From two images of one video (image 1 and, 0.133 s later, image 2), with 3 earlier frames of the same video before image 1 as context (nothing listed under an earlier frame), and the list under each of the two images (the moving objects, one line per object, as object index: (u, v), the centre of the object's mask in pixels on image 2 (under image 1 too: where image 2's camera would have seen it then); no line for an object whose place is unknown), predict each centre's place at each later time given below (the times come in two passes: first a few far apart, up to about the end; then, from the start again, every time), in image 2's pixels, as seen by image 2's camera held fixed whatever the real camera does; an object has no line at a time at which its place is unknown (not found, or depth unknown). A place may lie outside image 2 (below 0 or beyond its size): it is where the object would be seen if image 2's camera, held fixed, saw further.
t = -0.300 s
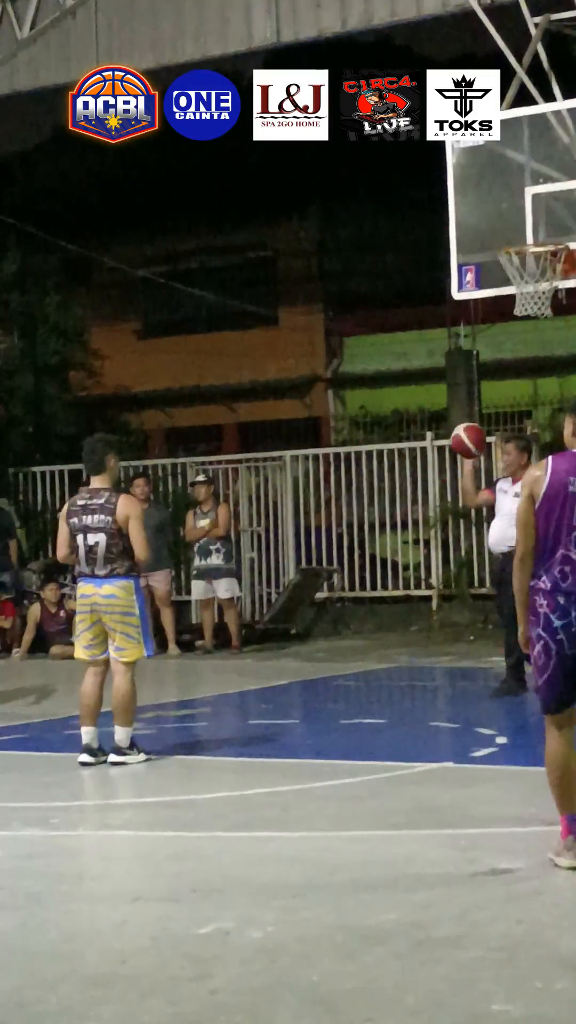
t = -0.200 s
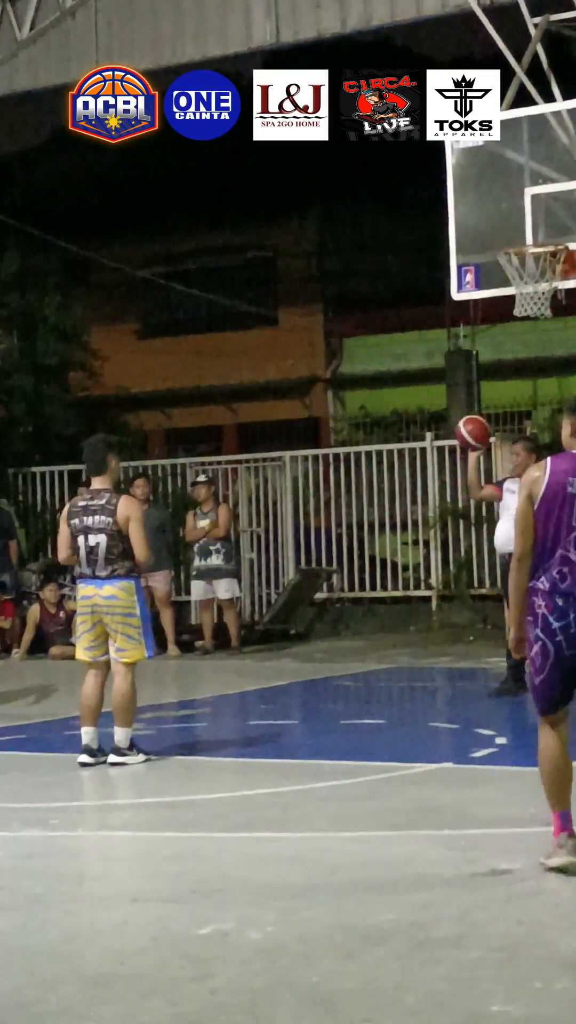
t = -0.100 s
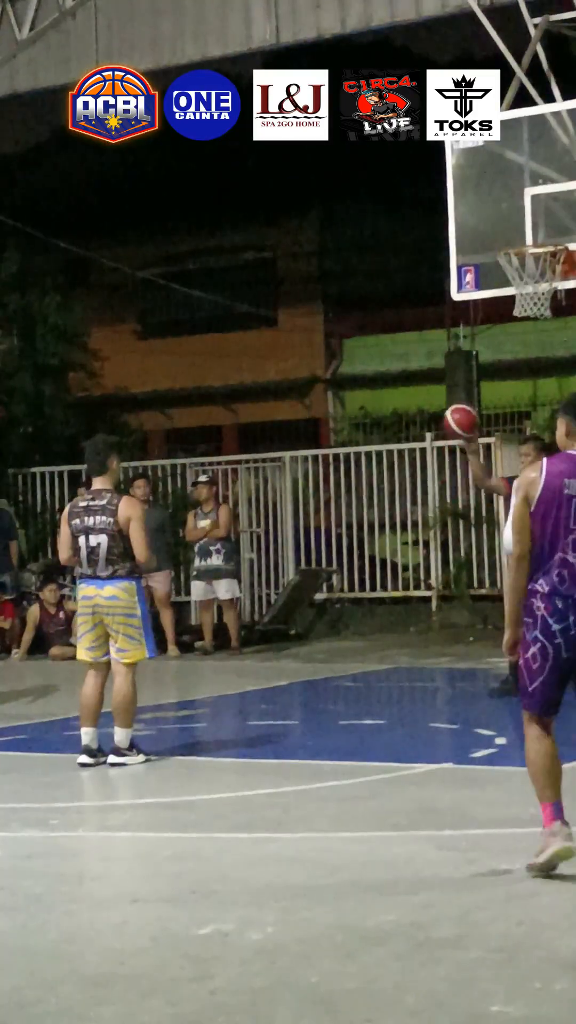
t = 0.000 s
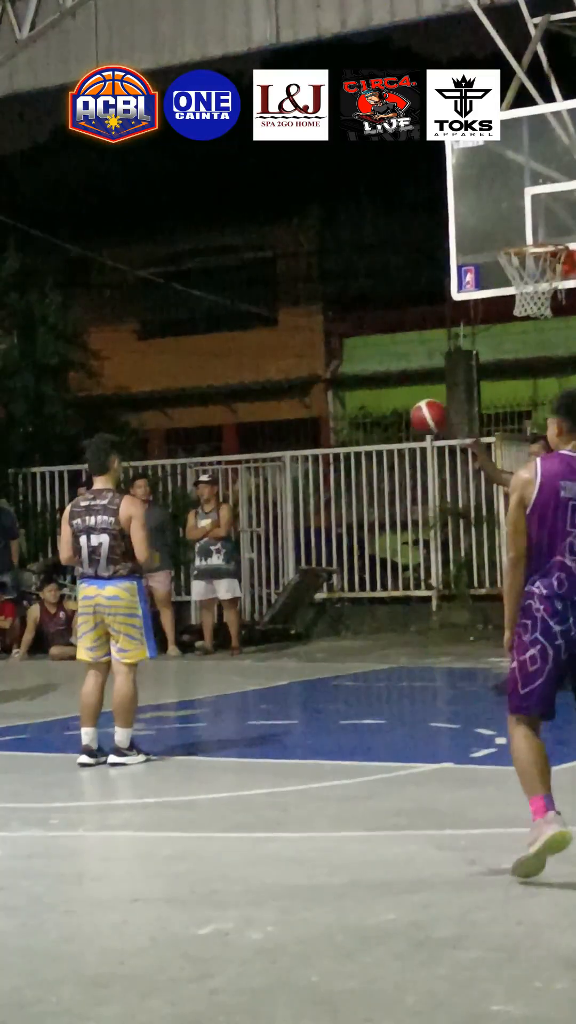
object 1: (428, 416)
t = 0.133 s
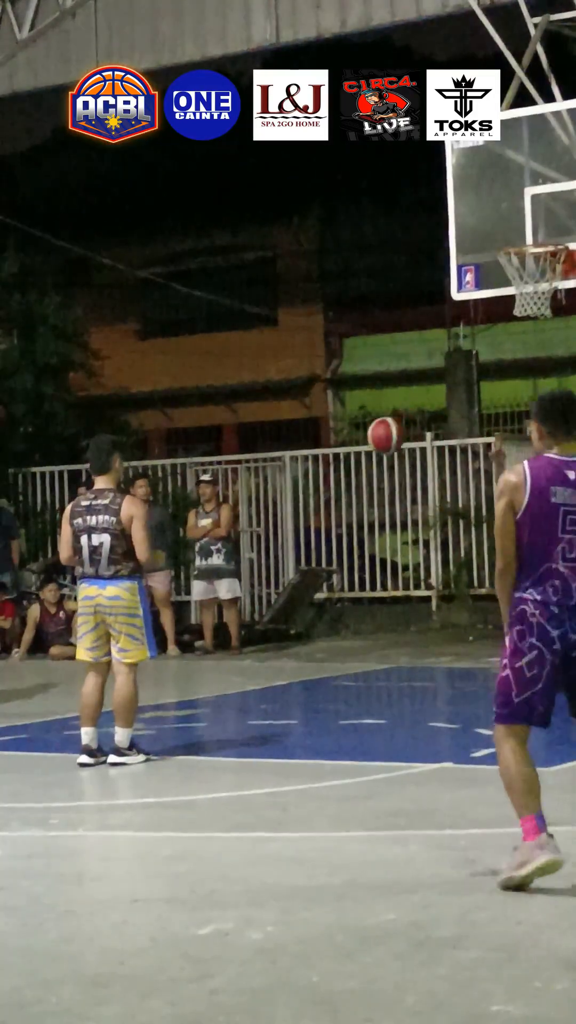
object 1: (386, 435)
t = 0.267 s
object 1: (340, 483)
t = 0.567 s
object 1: (239, 706)
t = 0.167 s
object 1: (374, 444)
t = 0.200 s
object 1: (362, 455)
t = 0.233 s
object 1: (351, 469)
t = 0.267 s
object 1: (340, 483)
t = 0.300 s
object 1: (329, 500)
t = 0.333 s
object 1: (318, 519)
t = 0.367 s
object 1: (307, 539)
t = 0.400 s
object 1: (296, 562)
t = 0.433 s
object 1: (285, 586)
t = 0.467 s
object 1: (273, 613)
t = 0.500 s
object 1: (261, 642)
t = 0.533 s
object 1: (250, 672)
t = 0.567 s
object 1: (239, 706)
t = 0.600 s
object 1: (229, 714)
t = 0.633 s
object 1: (220, 690)
